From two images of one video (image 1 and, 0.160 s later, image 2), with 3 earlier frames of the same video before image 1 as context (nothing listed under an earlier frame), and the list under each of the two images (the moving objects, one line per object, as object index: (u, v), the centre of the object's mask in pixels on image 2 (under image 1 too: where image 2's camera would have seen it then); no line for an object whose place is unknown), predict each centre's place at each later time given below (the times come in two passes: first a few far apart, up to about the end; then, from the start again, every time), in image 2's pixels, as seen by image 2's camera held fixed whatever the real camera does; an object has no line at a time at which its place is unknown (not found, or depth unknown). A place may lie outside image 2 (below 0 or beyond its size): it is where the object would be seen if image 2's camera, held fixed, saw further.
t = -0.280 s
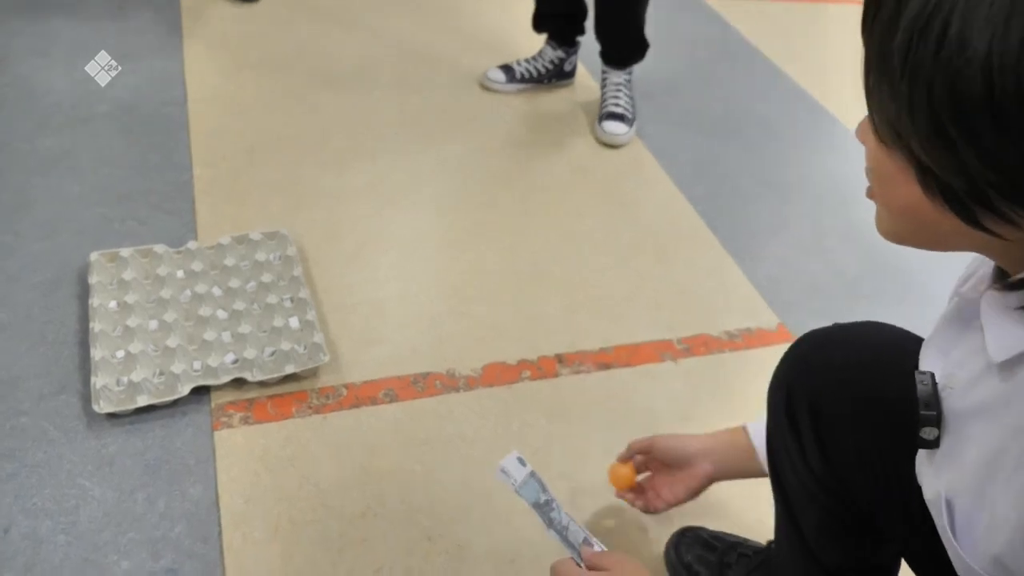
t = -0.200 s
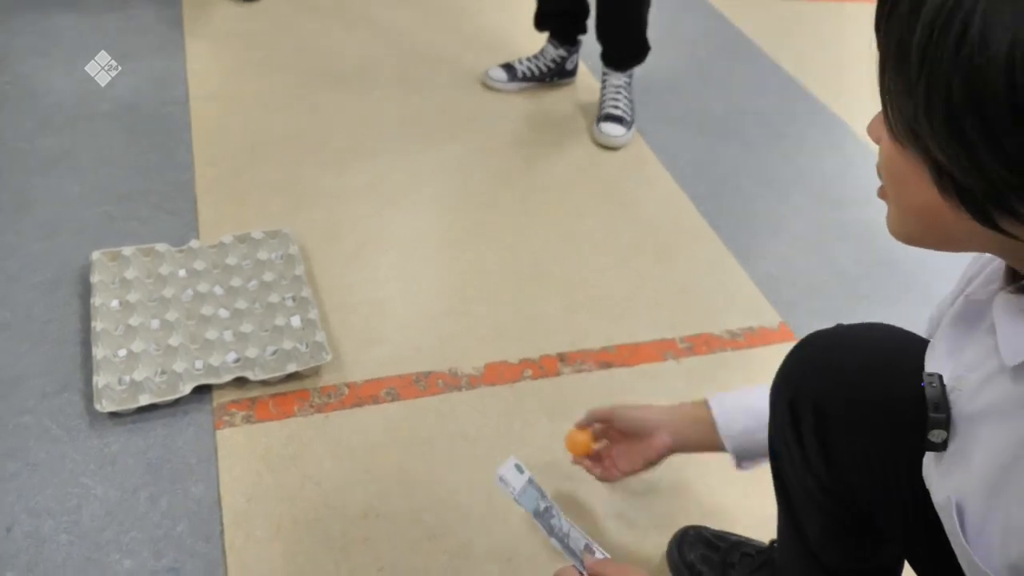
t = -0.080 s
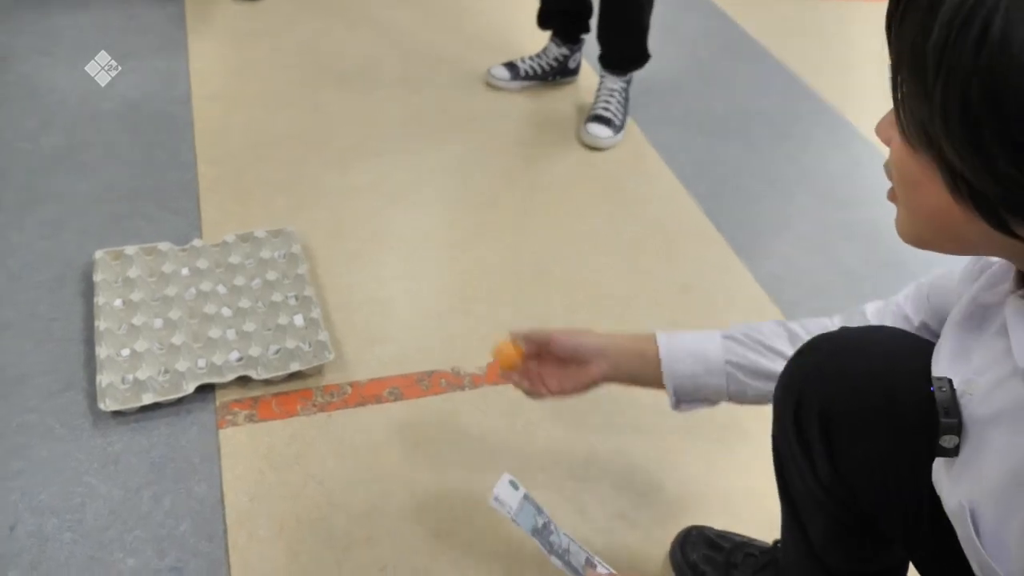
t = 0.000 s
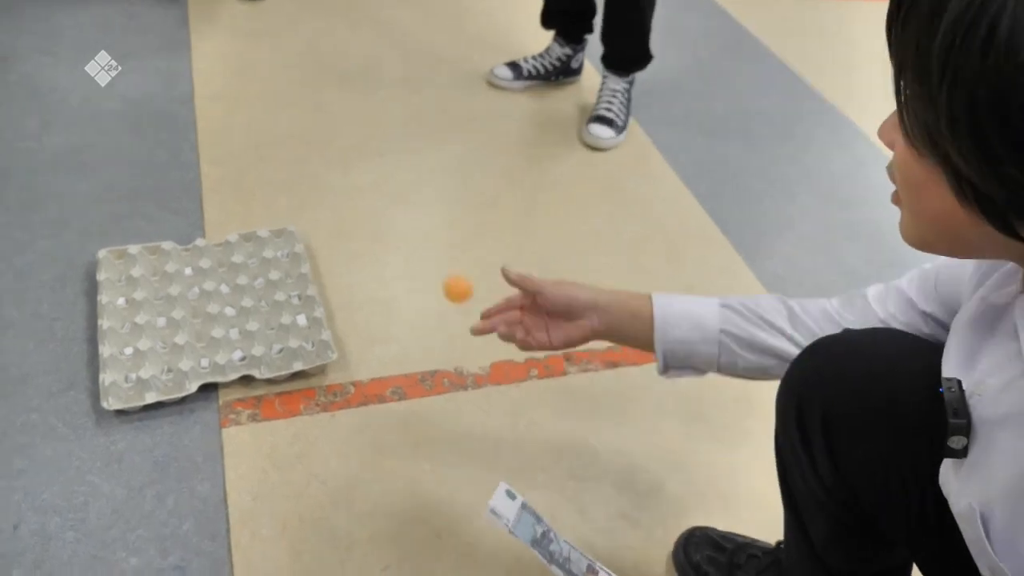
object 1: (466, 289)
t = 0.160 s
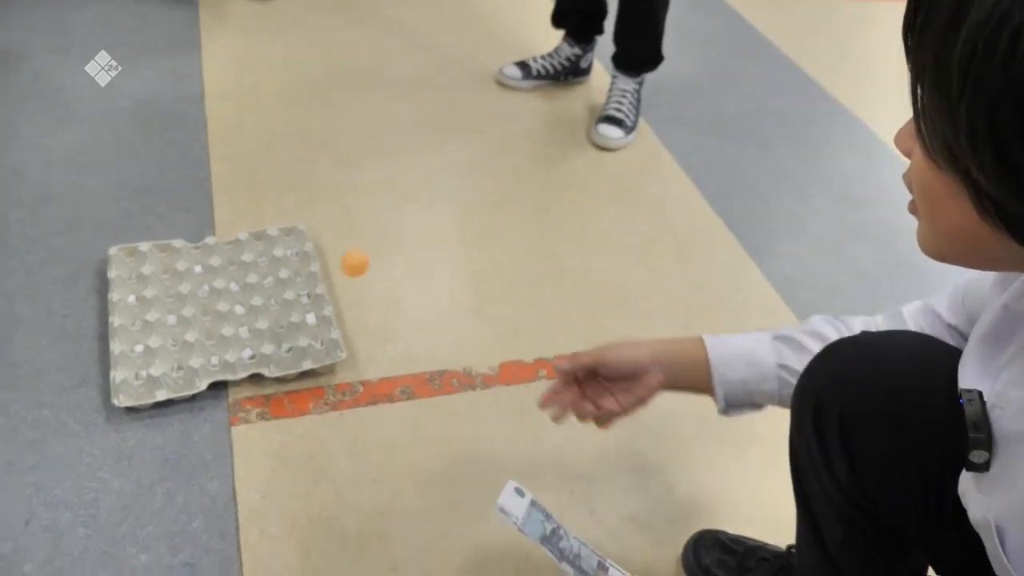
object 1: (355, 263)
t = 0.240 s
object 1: (308, 298)
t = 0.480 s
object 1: (302, 285)
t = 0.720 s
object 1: (301, 286)
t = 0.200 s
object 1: (329, 278)
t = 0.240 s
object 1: (308, 298)
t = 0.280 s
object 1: (306, 287)
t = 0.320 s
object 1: (305, 275)
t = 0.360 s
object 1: (300, 274)
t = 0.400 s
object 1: (300, 274)
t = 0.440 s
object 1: (301, 278)
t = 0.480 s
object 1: (302, 285)
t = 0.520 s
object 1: (301, 285)
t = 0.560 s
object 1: (302, 285)
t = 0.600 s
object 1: (301, 285)
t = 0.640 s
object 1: (302, 285)
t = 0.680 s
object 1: (301, 285)
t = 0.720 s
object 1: (301, 286)
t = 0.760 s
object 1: (302, 285)
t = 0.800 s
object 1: (301, 286)
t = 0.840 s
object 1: (301, 286)
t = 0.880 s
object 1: (301, 286)
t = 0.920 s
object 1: (301, 286)
